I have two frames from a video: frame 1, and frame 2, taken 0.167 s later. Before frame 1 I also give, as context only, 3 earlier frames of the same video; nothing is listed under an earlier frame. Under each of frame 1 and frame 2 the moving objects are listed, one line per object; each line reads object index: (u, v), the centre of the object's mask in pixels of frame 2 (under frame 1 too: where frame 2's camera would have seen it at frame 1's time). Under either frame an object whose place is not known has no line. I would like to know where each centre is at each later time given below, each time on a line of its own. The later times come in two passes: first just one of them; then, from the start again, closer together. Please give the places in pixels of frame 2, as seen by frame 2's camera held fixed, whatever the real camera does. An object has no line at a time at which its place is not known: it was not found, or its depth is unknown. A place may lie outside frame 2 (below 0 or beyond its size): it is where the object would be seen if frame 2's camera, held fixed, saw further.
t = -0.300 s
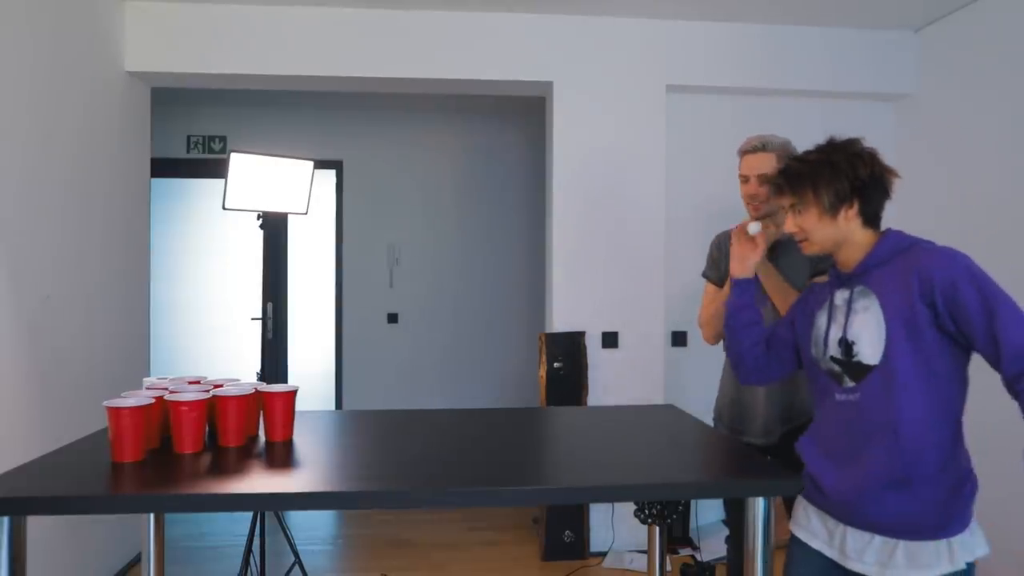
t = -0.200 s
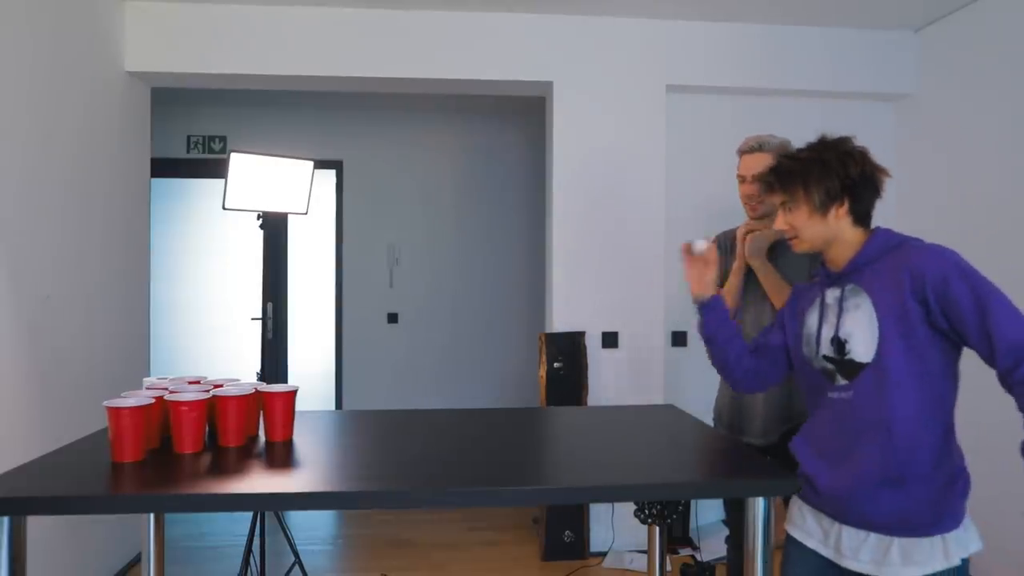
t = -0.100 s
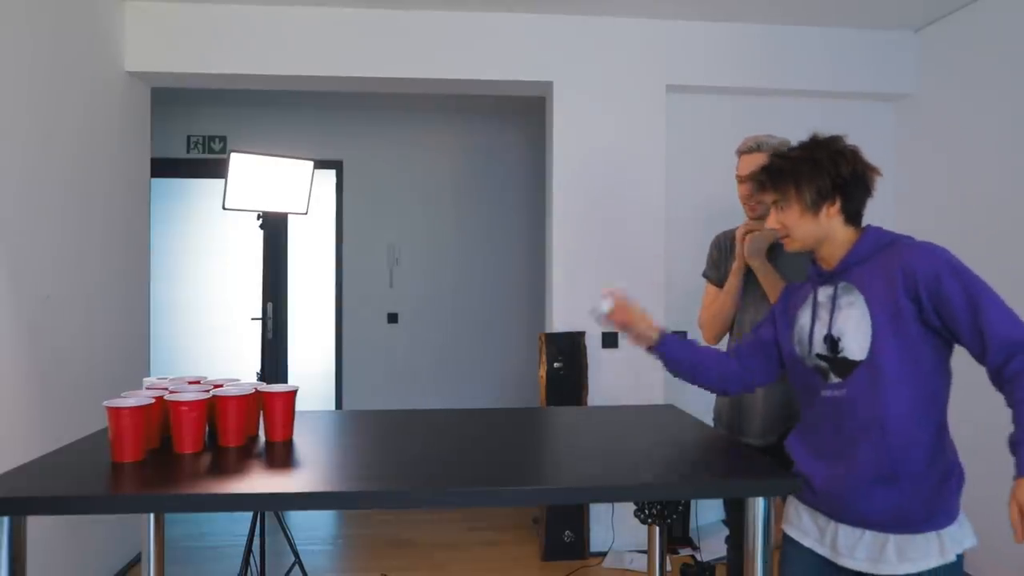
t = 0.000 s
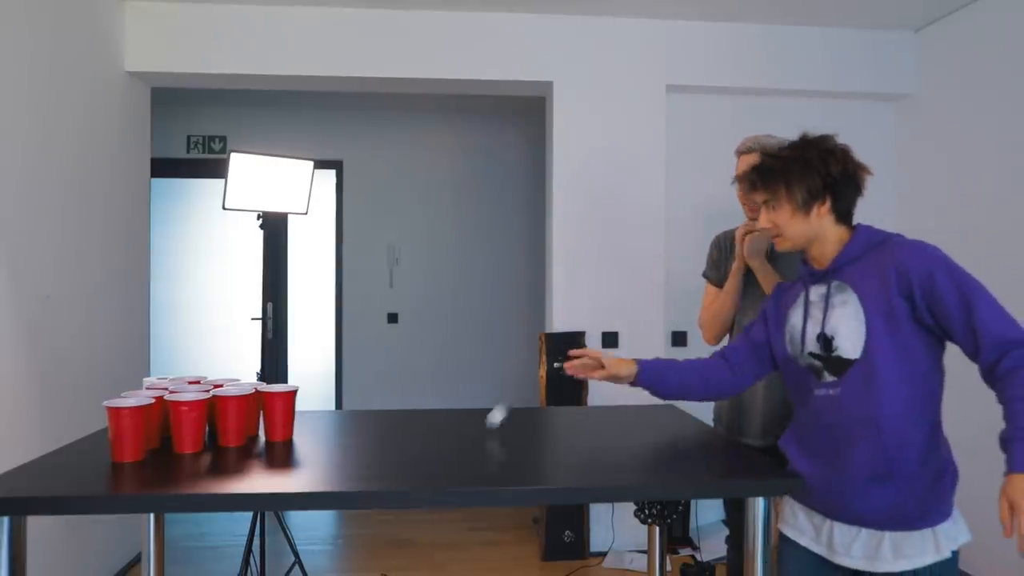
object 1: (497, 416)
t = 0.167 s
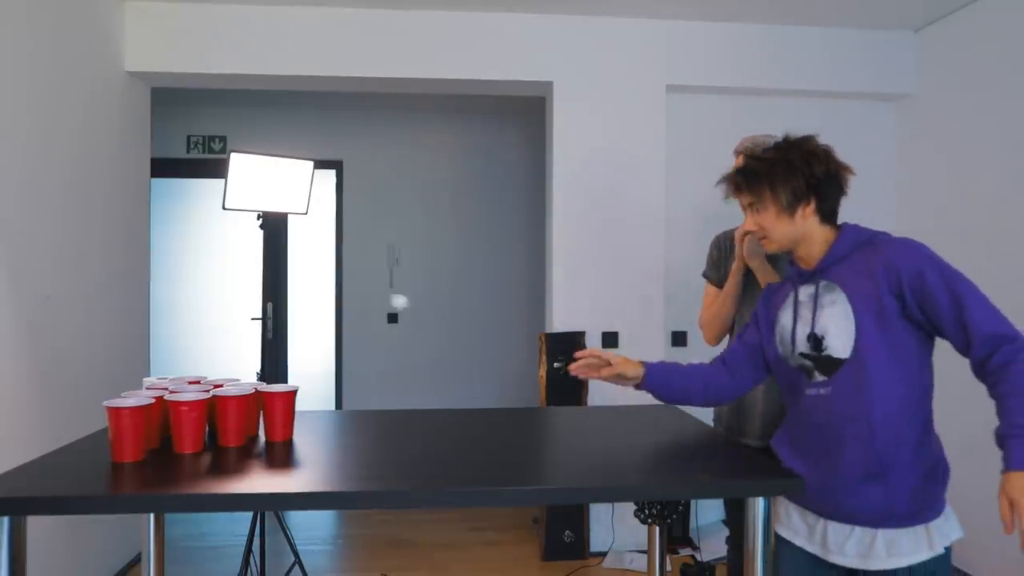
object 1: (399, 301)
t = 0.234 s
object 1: (351, 276)
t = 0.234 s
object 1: (351, 276)
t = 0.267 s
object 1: (341, 274)
